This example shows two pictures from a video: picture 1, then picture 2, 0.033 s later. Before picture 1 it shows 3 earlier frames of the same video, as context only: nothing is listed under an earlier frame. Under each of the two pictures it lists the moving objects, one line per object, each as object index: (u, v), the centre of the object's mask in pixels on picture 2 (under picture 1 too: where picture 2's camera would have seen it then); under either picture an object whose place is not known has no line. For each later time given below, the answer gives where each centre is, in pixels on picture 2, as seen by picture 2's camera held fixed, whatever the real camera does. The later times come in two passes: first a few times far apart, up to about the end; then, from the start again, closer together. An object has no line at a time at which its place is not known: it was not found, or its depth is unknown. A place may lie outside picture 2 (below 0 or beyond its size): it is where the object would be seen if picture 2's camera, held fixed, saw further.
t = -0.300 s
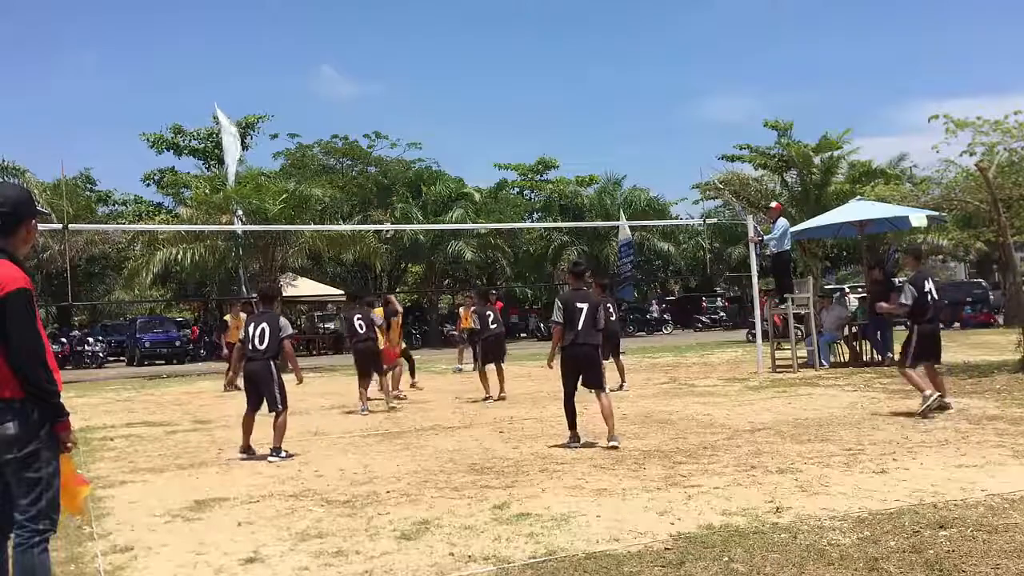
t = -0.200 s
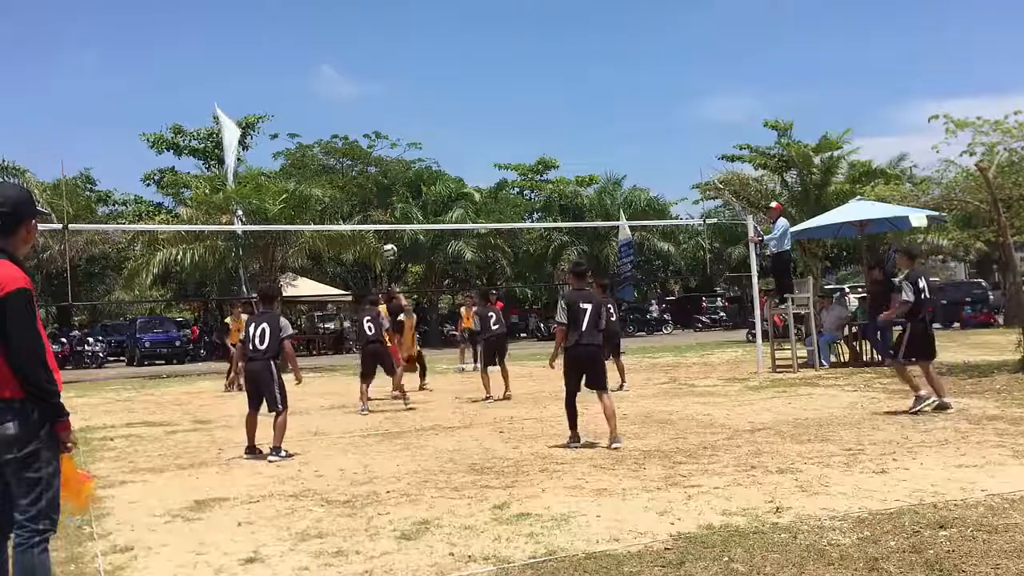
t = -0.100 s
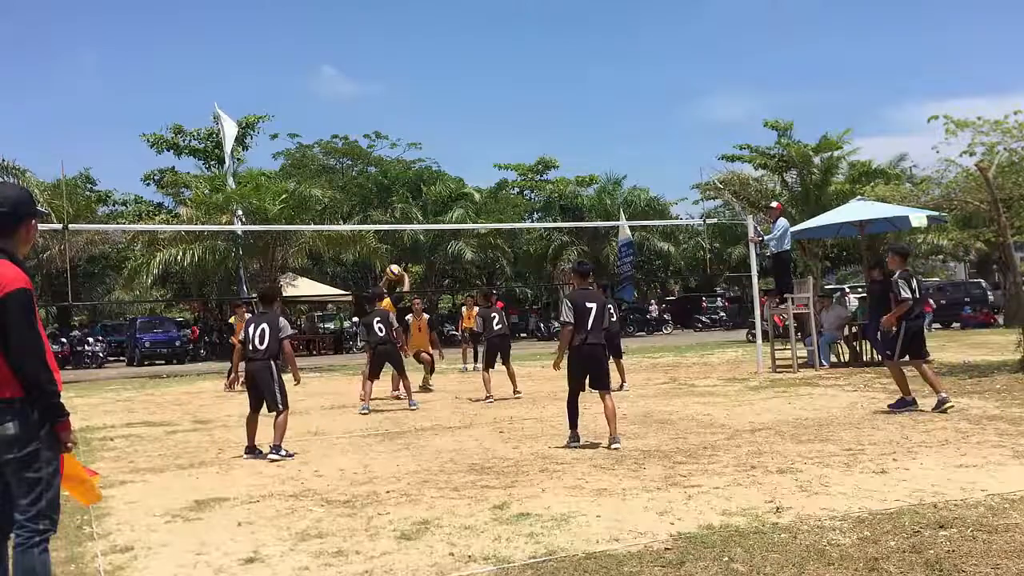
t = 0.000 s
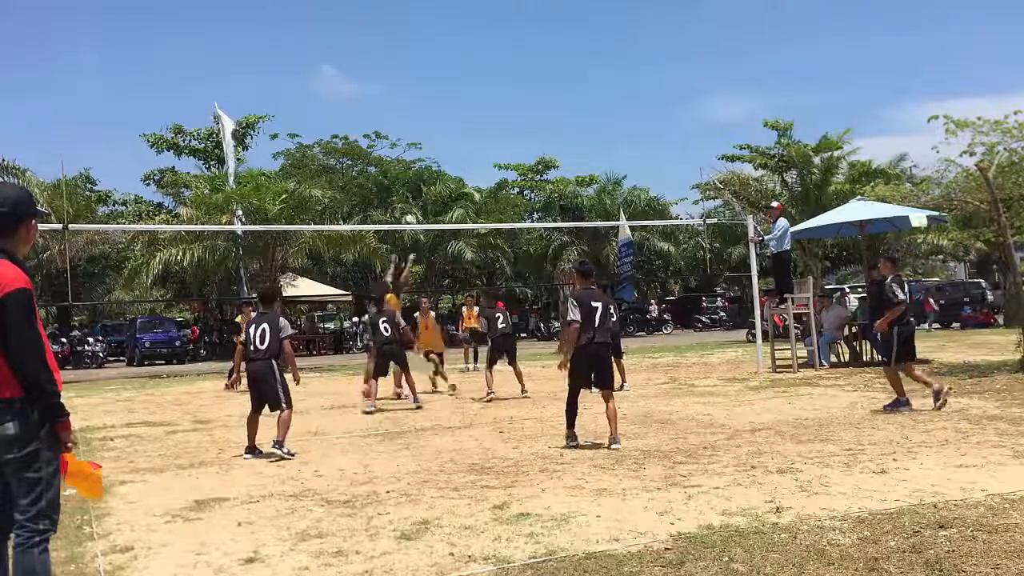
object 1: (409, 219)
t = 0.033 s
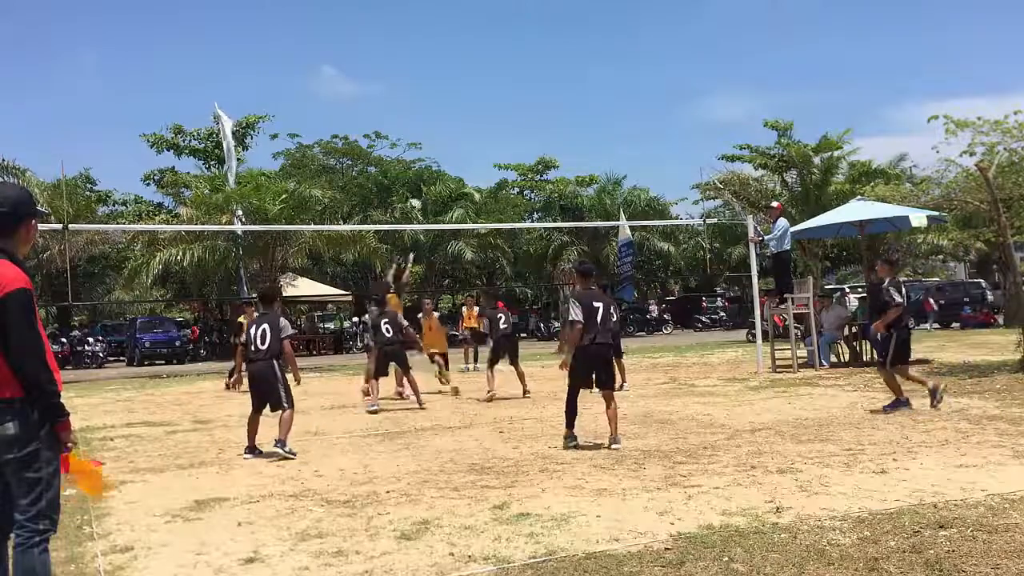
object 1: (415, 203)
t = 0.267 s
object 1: (451, 122)
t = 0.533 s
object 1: (495, 73)
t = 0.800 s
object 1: (539, 73)
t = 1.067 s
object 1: (583, 116)
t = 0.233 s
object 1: (446, 131)
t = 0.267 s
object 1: (451, 122)
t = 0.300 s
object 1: (456, 113)
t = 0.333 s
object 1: (463, 106)
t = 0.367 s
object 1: (468, 97)
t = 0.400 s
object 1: (473, 92)
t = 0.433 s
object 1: (479, 86)
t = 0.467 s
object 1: (484, 81)
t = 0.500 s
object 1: (489, 76)
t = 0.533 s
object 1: (495, 73)
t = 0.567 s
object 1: (501, 71)
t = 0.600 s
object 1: (505, 69)
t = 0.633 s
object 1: (511, 67)
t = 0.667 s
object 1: (517, 68)
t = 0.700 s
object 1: (523, 68)
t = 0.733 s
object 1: (529, 70)
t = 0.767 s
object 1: (534, 71)
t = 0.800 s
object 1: (539, 73)
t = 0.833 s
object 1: (544, 76)
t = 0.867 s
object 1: (549, 80)
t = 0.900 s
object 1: (556, 84)
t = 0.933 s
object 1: (562, 89)
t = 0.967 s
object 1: (567, 95)
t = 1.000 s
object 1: (572, 101)
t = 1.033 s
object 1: (578, 108)
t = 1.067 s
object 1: (583, 116)
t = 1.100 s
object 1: (588, 124)
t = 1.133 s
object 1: (594, 132)
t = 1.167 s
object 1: (599, 141)
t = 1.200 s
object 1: (605, 151)
